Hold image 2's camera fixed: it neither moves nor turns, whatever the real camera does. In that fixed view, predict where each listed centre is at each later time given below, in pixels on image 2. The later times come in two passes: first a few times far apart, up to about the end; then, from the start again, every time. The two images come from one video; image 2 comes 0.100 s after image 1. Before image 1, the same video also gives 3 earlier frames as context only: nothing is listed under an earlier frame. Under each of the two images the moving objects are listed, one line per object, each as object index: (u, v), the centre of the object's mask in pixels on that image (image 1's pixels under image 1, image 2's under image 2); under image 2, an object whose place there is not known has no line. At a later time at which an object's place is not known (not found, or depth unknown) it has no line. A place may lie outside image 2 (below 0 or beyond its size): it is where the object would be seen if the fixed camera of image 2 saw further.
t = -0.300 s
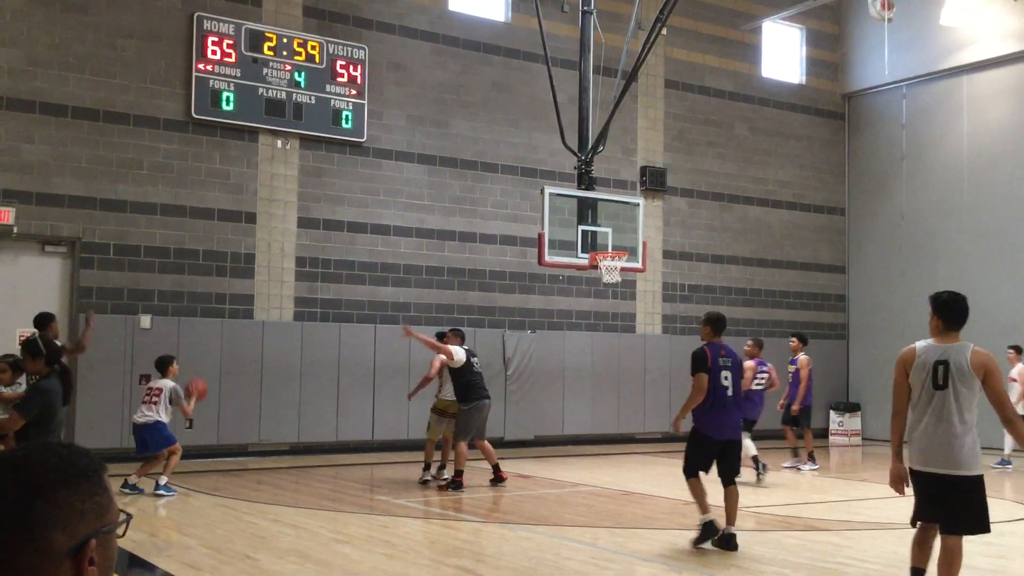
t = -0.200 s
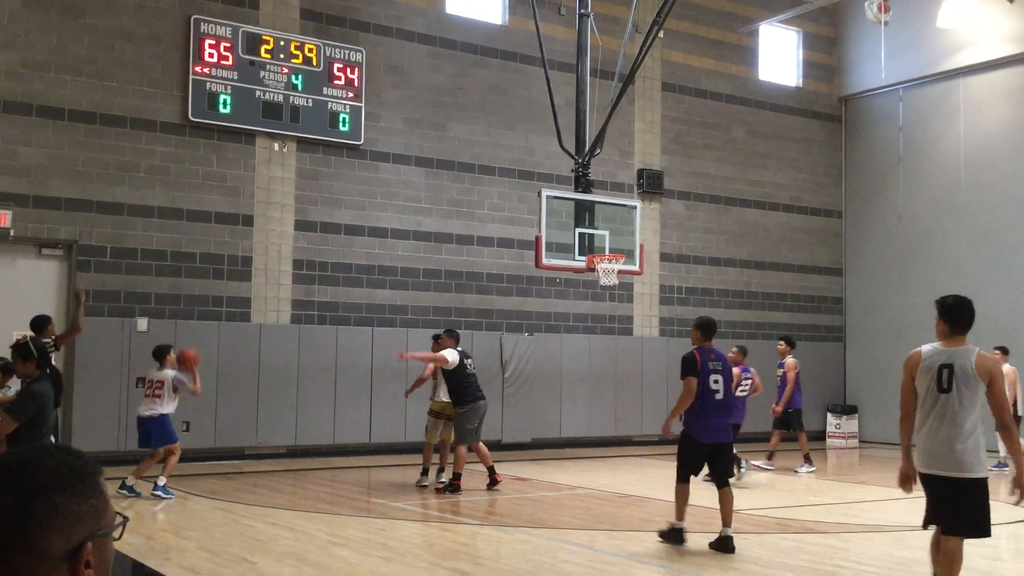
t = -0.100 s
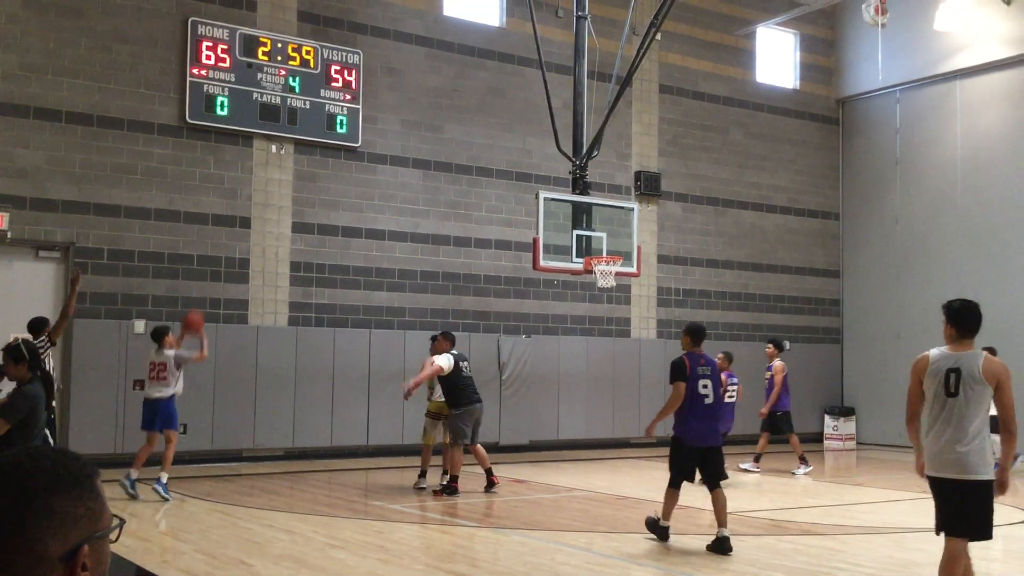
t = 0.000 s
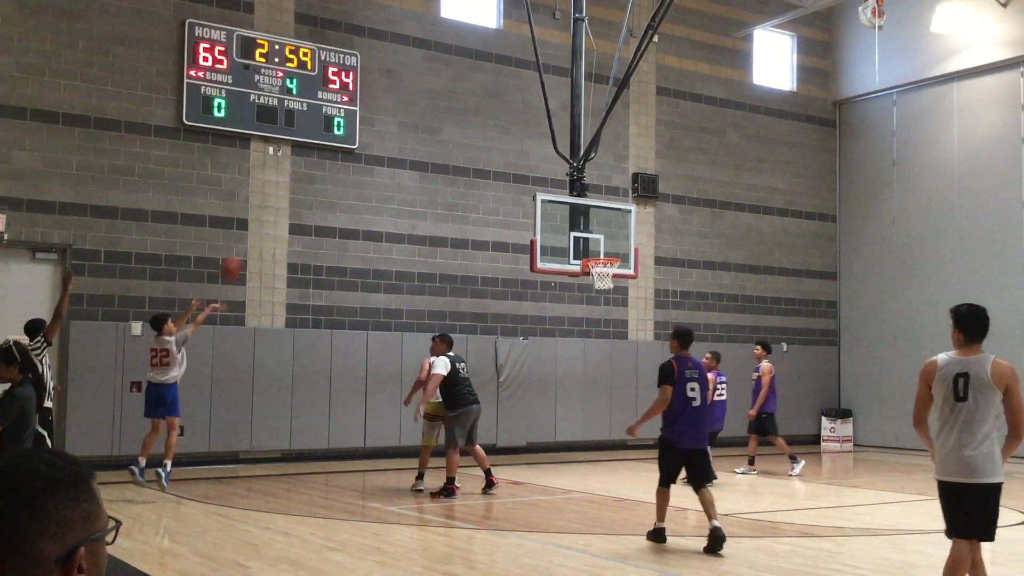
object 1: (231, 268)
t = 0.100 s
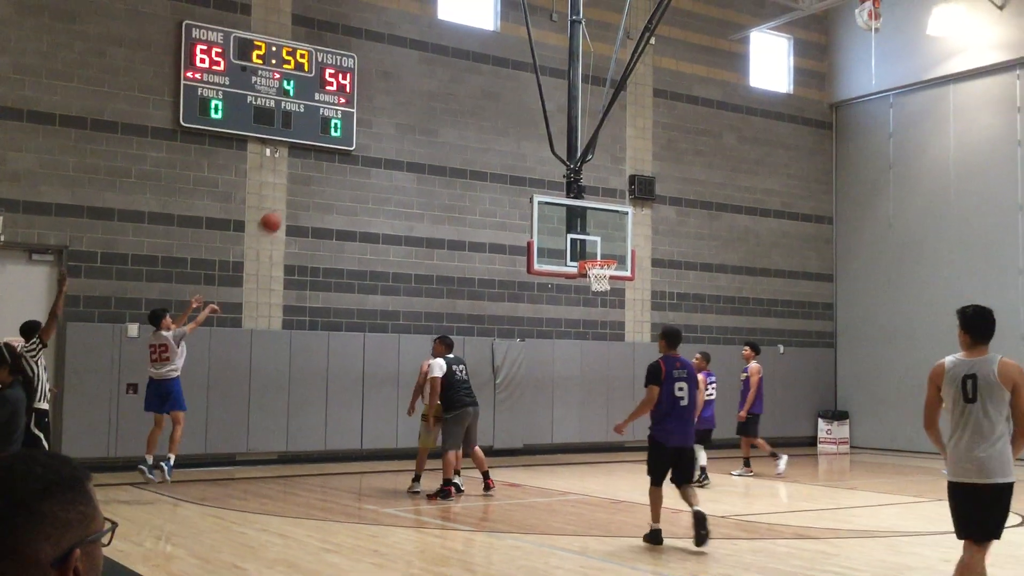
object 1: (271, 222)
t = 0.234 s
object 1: (323, 177)
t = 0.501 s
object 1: (416, 135)
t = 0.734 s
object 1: (486, 142)
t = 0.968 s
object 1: (548, 186)
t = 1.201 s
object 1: (603, 255)
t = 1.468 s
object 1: (622, 221)
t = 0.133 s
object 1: (285, 209)
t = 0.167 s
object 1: (298, 198)
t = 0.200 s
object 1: (310, 187)
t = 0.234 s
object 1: (323, 177)
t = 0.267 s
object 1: (336, 168)
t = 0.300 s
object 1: (348, 160)
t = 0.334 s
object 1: (361, 154)
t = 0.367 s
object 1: (372, 148)
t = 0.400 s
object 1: (383, 143)
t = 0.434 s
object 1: (394, 140)
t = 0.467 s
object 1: (405, 136)
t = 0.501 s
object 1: (416, 135)
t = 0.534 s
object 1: (426, 133)
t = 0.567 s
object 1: (437, 133)
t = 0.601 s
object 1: (447, 133)
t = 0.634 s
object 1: (457, 134)
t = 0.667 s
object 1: (467, 136)
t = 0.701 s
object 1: (477, 139)
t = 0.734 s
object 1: (486, 142)
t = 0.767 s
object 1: (495, 146)
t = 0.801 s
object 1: (504, 151)
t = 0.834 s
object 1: (513, 157)
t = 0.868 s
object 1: (522, 163)
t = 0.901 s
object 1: (531, 170)
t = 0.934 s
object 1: (539, 177)
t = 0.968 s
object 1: (548, 186)
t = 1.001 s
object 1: (556, 195)
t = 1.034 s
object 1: (565, 205)
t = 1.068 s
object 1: (573, 216)
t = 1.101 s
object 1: (582, 225)
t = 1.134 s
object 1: (589, 236)
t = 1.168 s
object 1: (596, 250)
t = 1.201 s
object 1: (603, 255)
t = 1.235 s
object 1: (605, 251)
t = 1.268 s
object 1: (608, 244)
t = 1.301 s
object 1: (610, 238)
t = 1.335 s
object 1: (612, 233)
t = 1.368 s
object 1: (615, 229)
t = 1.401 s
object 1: (617, 226)
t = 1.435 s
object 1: (619, 223)
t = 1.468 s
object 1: (622, 221)
